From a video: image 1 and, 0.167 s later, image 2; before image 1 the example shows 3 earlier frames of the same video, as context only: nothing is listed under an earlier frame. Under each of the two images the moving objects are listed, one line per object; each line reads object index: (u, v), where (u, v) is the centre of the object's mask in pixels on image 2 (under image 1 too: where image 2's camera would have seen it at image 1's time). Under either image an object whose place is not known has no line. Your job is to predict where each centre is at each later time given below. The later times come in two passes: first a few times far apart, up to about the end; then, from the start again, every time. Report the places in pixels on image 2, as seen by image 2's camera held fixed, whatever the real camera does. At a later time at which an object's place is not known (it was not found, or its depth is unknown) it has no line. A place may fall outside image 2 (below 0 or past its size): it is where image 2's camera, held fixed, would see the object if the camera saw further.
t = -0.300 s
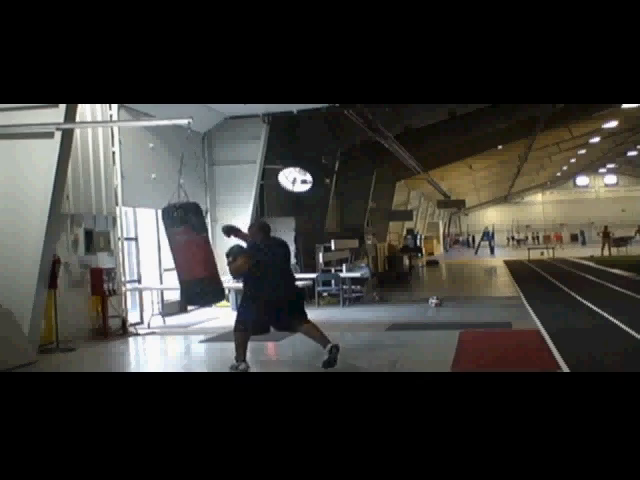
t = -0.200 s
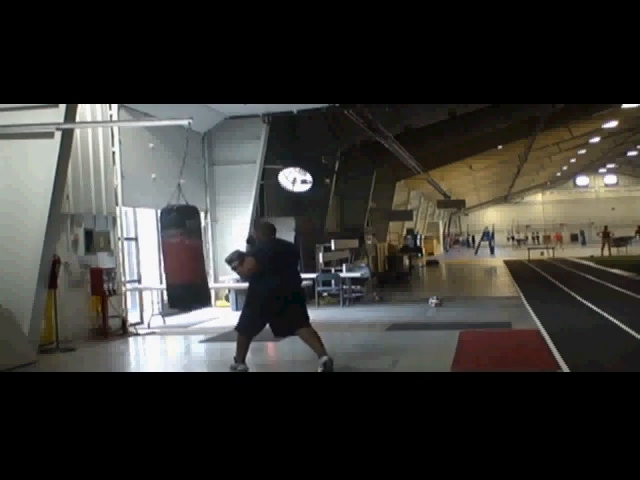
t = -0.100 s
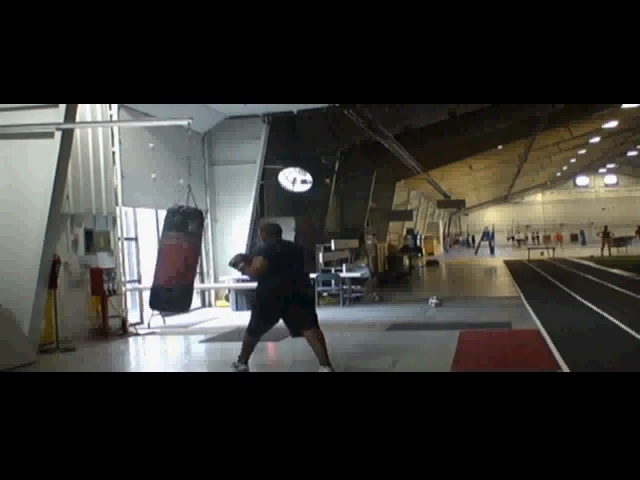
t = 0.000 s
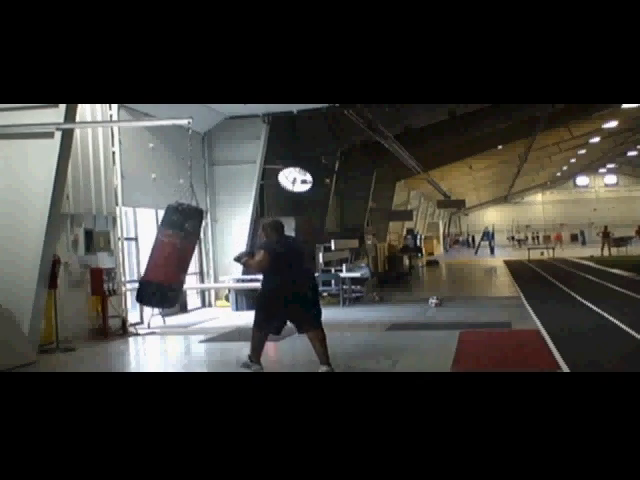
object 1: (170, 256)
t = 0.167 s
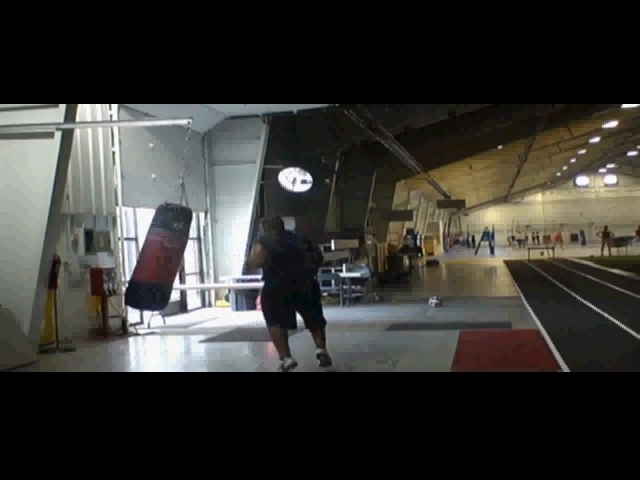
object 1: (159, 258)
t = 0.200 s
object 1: (157, 259)
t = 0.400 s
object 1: (154, 257)
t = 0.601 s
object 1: (162, 258)
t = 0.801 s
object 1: (176, 260)
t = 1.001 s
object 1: (194, 259)
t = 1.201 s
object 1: (214, 258)
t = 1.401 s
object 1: (228, 257)
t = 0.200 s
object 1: (157, 259)
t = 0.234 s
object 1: (156, 259)
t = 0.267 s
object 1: (155, 259)
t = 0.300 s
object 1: (154, 258)
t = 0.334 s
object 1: (154, 257)
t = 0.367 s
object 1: (154, 256)
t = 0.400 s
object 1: (154, 257)
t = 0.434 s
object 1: (155, 258)
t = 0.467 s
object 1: (156, 259)
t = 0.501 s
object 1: (157, 259)
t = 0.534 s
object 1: (158, 260)
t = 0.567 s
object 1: (160, 259)
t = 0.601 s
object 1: (162, 258)
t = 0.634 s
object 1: (164, 258)
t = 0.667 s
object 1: (167, 258)
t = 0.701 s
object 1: (169, 258)
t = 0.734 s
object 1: (171, 259)
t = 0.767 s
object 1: (174, 260)
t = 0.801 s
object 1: (176, 260)
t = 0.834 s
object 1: (179, 260)
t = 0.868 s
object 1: (181, 261)
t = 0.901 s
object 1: (184, 260)
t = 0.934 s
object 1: (188, 259)
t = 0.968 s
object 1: (191, 259)
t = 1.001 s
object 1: (194, 259)
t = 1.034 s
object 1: (198, 260)
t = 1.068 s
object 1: (200, 260)
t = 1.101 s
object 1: (205, 260)
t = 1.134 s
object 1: (208, 259)
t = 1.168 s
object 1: (211, 258)
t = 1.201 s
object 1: (214, 258)
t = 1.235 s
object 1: (217, 257)
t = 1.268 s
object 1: (219, 257)
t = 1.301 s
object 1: (222, 258)
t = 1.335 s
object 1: (224, 258)
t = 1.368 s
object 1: (226, 257)
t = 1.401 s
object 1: (228, 257)
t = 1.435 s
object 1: (230, 257)
